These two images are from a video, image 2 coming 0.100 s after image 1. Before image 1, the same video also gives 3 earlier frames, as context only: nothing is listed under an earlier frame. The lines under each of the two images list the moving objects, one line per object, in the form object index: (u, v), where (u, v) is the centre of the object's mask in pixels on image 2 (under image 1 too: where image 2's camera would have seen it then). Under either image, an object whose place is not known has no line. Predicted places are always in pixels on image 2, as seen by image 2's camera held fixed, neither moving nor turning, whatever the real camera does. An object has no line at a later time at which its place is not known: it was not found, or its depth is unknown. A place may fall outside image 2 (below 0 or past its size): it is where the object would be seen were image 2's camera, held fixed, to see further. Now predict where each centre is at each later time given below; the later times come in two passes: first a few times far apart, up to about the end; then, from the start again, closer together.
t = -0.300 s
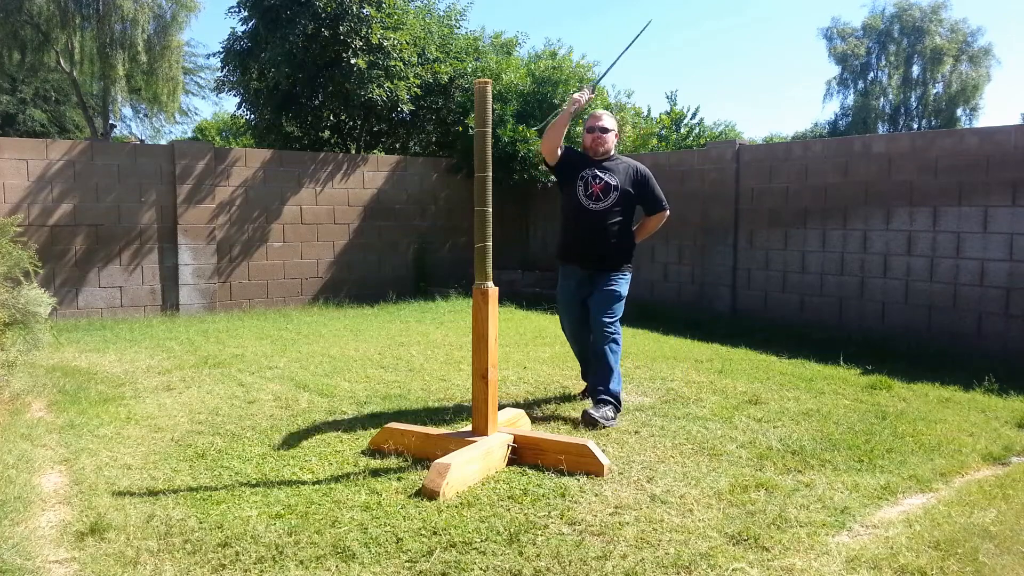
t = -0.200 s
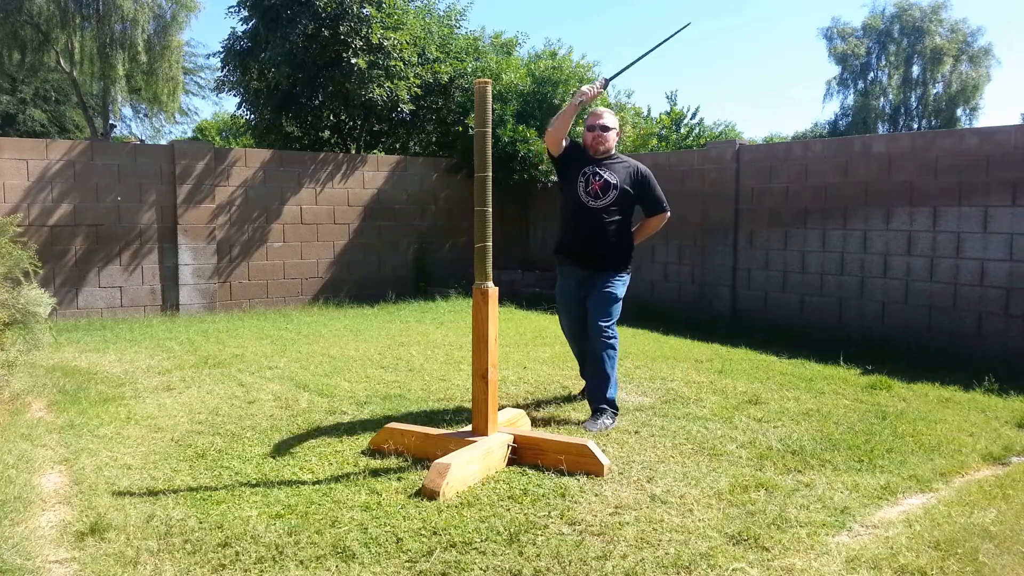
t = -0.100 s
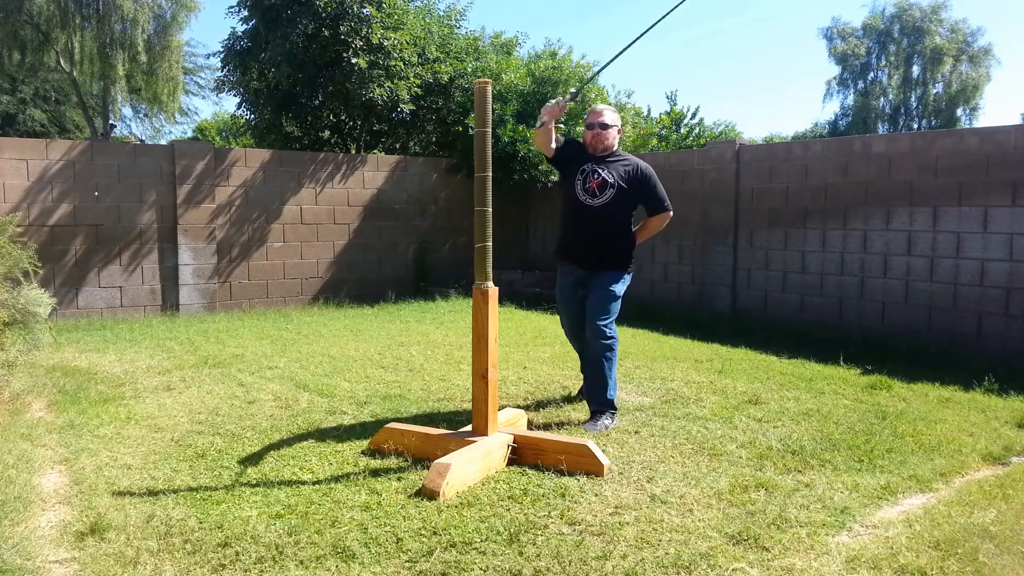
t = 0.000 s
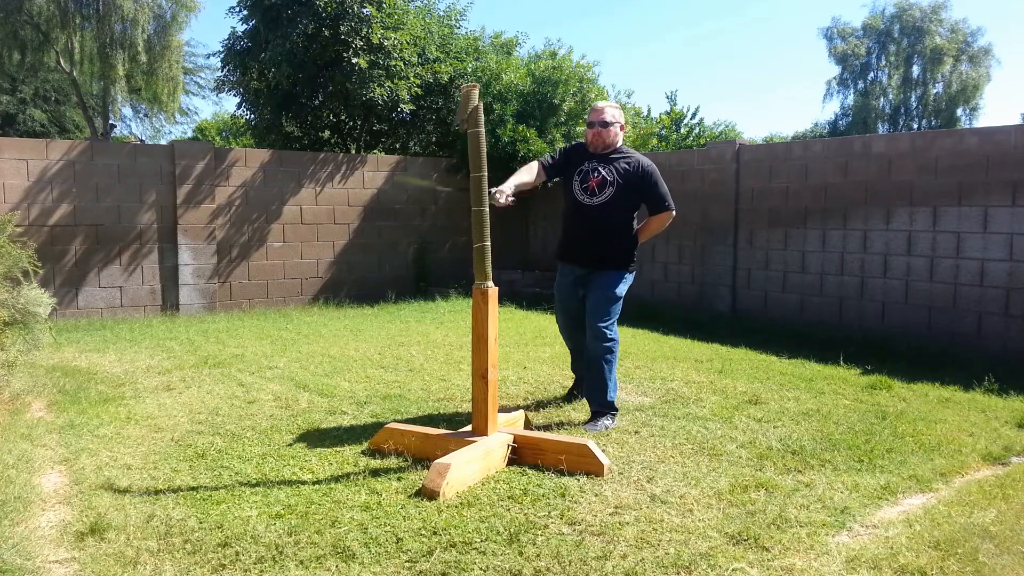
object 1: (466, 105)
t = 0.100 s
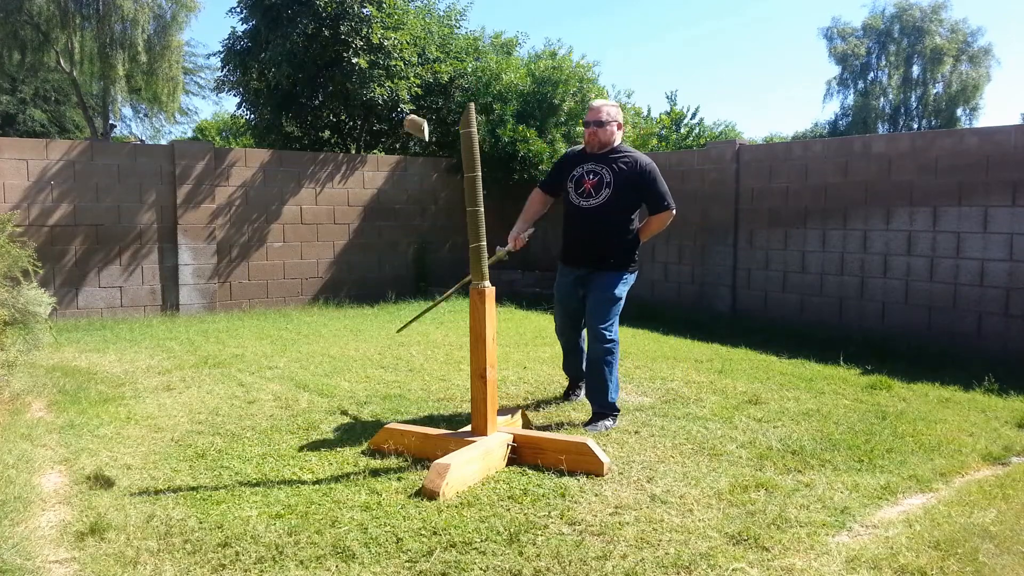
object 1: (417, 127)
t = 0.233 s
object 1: (354, 190)
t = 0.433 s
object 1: (258, 365)
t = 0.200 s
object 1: (369, 172)
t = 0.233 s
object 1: (354, 190)
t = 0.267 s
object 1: (338, 214)
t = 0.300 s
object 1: (321, 240)
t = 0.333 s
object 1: (305, 269)
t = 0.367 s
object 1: (290, 298)
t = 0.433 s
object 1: (258, 365)
